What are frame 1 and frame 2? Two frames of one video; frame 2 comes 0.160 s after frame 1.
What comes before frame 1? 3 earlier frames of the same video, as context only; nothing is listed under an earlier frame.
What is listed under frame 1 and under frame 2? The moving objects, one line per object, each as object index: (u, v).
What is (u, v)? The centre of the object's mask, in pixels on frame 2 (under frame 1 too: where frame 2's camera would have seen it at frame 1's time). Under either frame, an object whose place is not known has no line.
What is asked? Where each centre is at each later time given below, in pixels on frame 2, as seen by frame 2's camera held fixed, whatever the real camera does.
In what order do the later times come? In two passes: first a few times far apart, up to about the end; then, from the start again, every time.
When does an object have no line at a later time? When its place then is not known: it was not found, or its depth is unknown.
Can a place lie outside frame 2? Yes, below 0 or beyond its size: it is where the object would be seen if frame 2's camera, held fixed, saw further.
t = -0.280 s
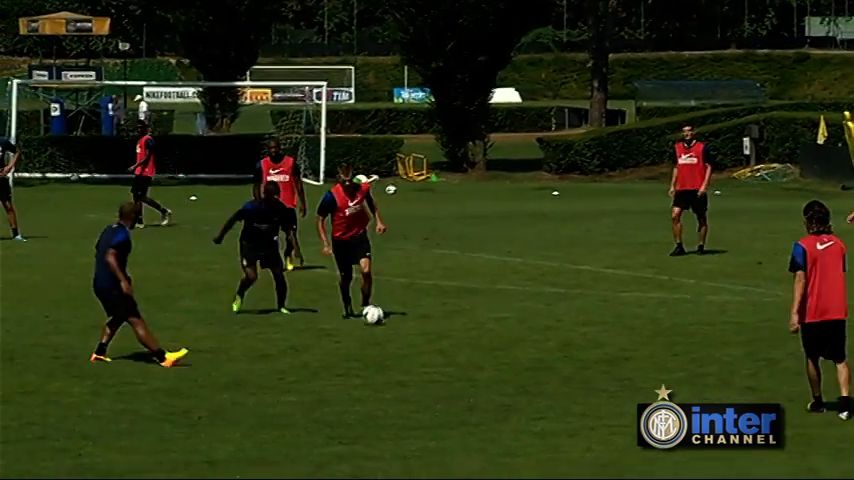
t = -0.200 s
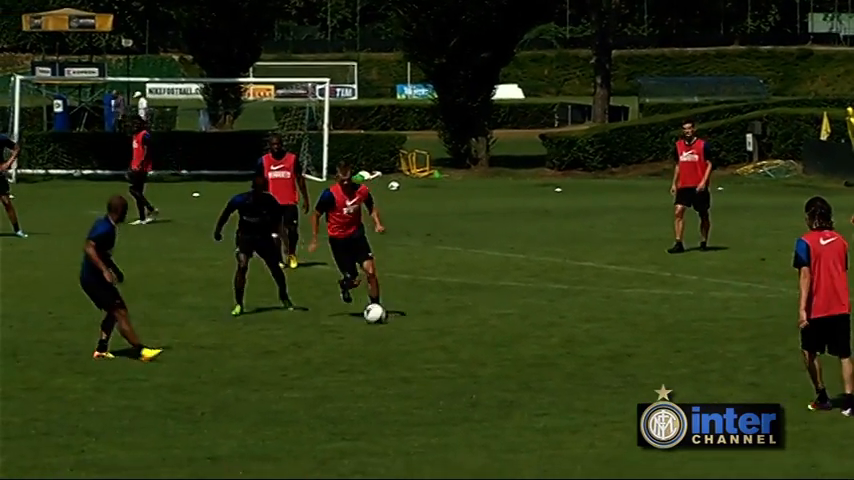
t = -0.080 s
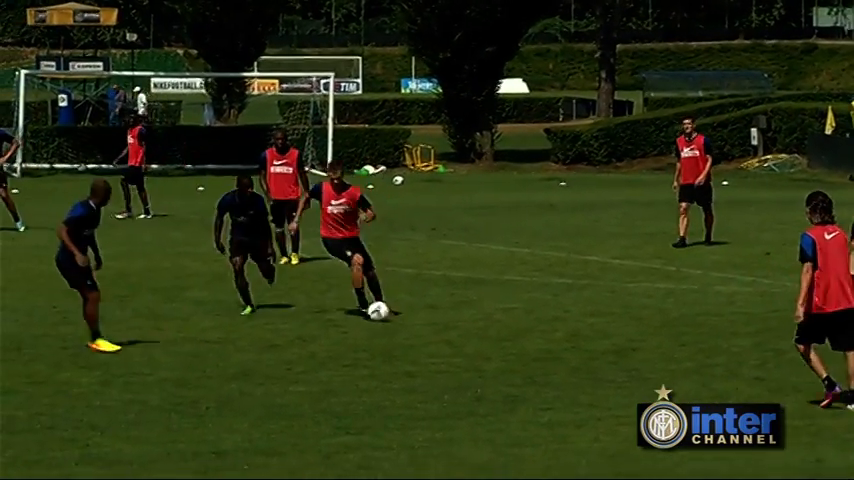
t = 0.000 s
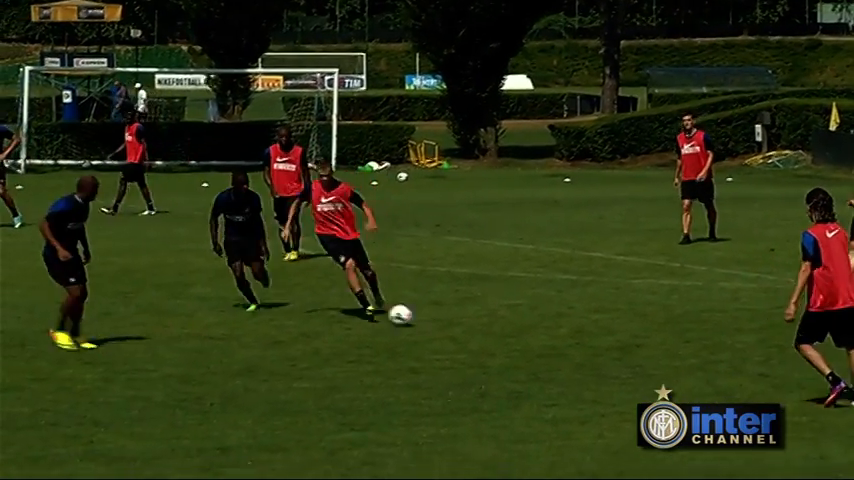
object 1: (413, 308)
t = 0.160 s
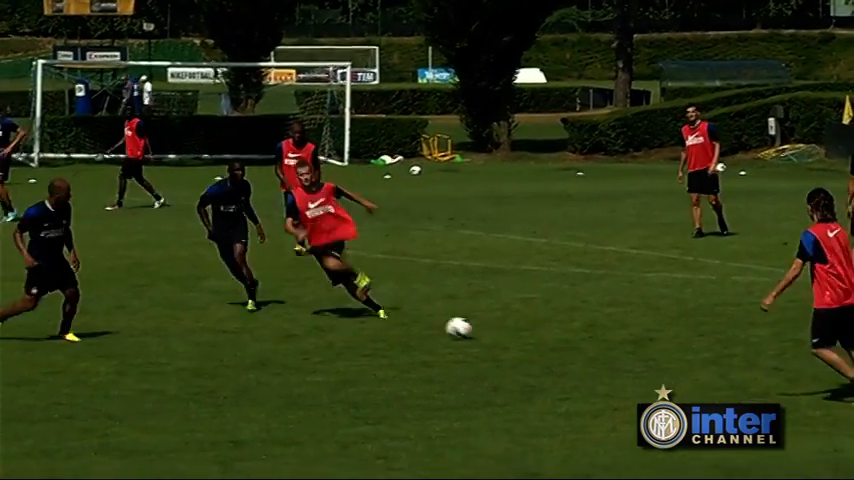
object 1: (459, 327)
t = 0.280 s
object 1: (493, 343)
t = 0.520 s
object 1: (555, 366)
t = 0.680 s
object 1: (593, 381)
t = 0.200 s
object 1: (470, 332)
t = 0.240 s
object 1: (481, 337)
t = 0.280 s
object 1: (493, 343)
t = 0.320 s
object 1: (503, 348)
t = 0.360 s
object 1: (514, 351)
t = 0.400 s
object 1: (524, 355)
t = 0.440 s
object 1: (536, 361)
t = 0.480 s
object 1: (545, 364)
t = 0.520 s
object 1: (555, 366)
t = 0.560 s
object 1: (565, 369)
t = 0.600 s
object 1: (574, 373)
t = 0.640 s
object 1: (583, 379)
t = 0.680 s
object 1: (593, 381)
